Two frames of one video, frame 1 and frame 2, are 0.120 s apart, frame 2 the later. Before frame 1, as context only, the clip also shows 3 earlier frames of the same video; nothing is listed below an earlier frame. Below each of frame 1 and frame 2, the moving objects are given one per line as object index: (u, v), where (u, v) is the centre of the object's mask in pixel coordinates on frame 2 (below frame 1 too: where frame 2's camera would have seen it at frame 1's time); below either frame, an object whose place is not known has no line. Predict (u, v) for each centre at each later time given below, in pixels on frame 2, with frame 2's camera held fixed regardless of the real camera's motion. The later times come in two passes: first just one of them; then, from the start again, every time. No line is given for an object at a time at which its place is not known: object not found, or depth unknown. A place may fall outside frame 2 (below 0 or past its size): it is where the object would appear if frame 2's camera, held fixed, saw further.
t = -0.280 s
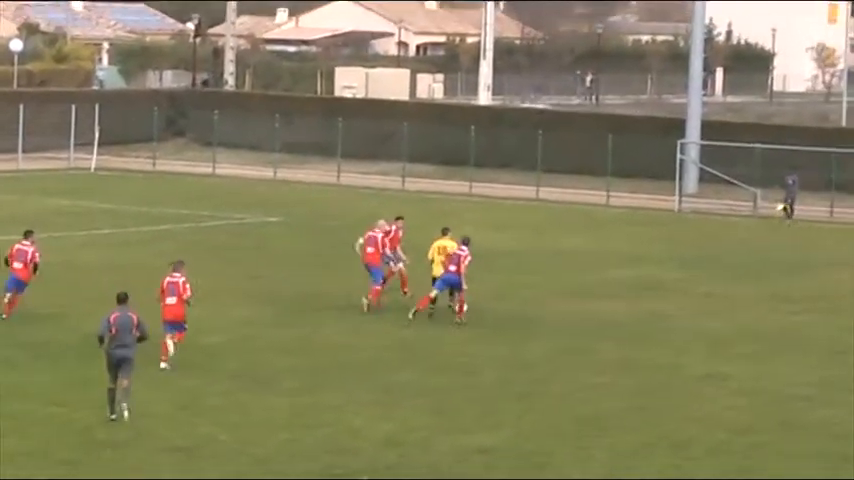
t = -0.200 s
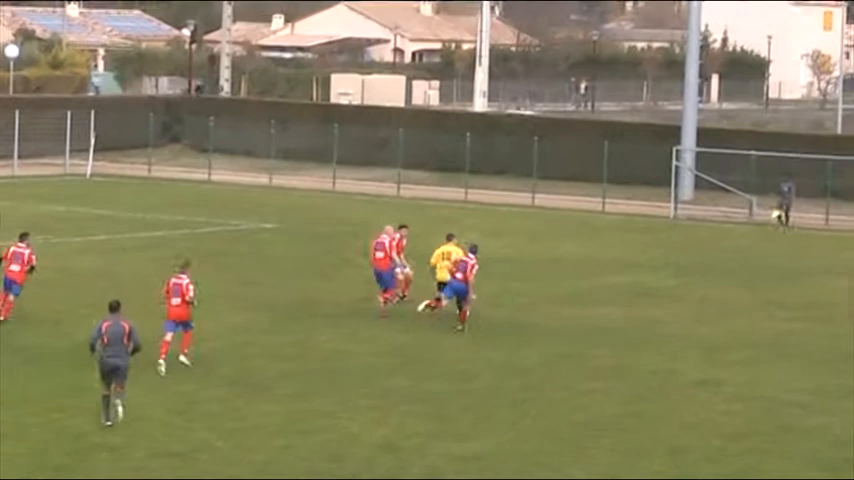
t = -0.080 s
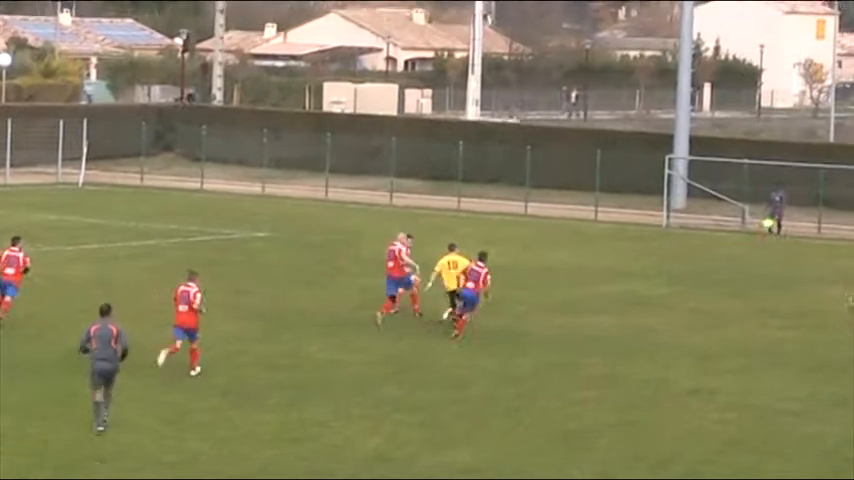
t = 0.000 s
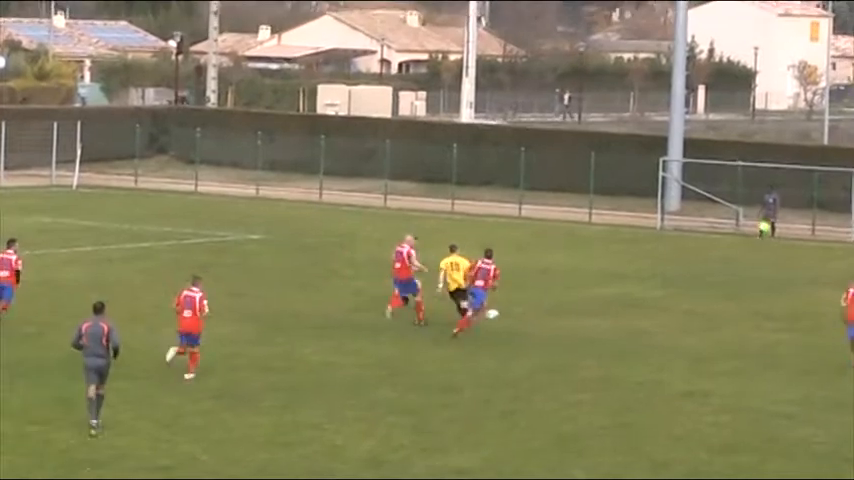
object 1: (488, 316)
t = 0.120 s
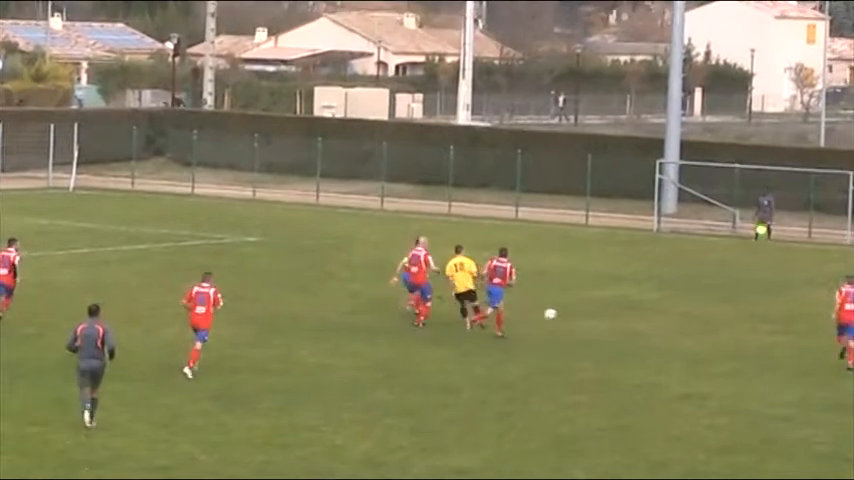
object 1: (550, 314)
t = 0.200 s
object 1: (588, 316)
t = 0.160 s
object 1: (569, 315)
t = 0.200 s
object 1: (588, 316)
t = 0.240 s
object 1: (604, 312)
